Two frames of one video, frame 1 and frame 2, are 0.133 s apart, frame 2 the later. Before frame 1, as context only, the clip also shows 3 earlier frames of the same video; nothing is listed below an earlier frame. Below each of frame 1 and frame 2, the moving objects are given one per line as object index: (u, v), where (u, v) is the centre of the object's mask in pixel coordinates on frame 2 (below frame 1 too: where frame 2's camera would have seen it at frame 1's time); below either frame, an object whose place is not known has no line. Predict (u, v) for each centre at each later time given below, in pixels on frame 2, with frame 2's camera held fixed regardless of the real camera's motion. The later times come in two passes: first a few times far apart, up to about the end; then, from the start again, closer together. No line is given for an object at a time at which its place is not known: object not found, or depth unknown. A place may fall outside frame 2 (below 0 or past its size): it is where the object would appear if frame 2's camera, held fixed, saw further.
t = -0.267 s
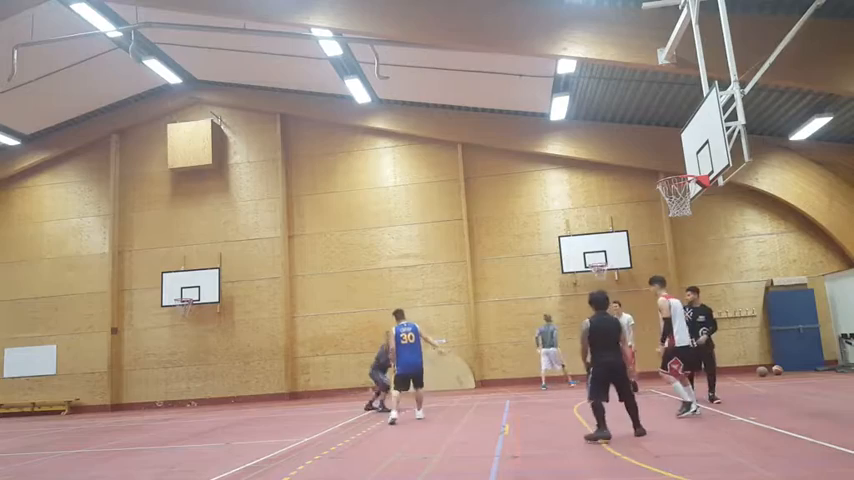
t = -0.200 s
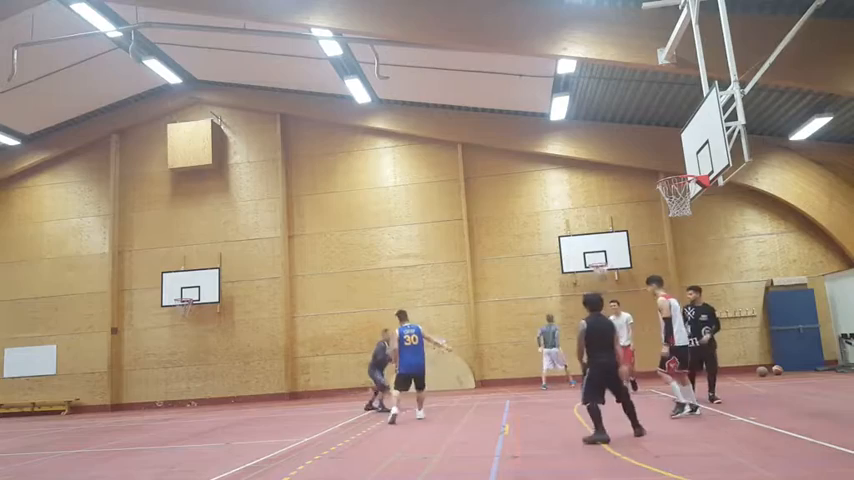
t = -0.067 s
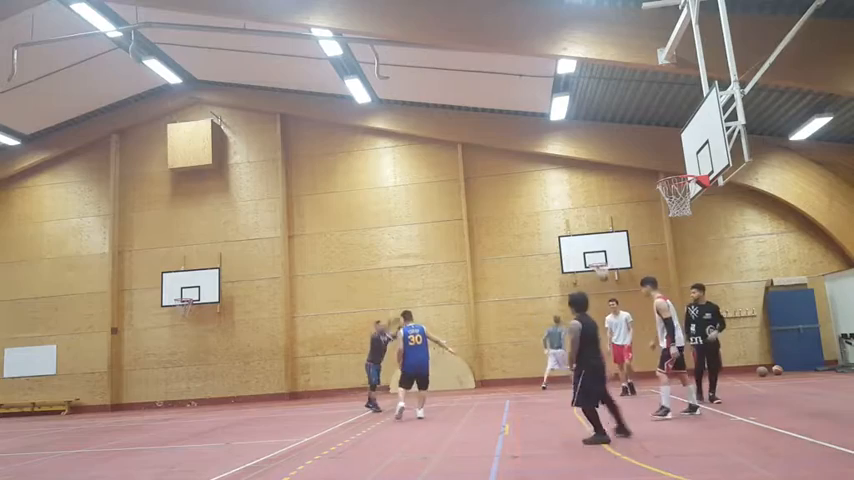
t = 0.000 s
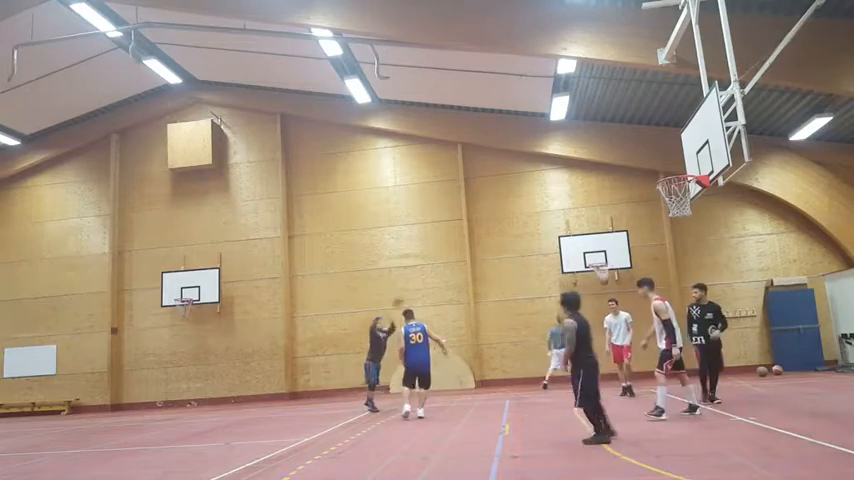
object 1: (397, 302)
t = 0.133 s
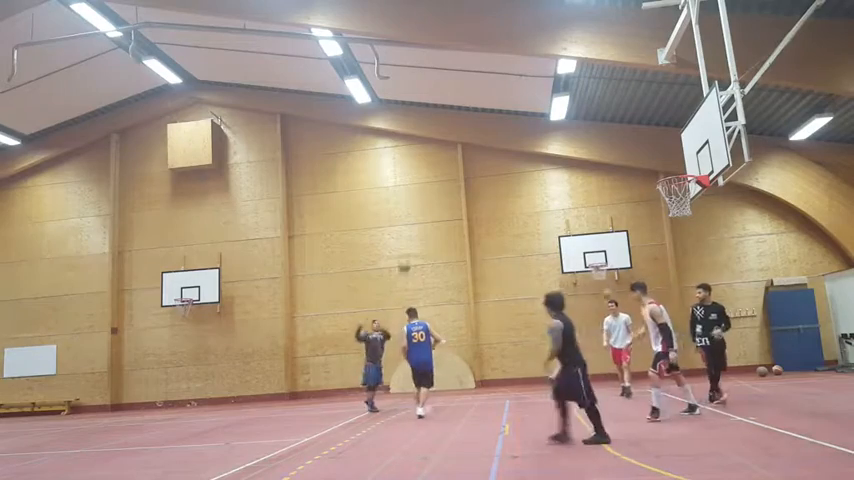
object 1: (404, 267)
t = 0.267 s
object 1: (410, 240)
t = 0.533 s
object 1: (430, 206)
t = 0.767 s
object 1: (456, 212)
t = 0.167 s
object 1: (406, 260)
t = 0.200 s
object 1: (407, 252)
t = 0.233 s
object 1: (409, 246)
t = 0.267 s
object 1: (410, 240)
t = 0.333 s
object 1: (414, 227)
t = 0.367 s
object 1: (417, 224)
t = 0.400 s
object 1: (419, 220)
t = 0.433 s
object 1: (421, 217)
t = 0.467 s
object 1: (424, 214)
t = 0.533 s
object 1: (430, 206)
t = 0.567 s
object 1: (433, 204)
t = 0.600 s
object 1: (436, 204)
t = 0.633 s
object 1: (439, 204)
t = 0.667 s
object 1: (443, 204)
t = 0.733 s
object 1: (451, 209)
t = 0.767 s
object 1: (456, 212)
